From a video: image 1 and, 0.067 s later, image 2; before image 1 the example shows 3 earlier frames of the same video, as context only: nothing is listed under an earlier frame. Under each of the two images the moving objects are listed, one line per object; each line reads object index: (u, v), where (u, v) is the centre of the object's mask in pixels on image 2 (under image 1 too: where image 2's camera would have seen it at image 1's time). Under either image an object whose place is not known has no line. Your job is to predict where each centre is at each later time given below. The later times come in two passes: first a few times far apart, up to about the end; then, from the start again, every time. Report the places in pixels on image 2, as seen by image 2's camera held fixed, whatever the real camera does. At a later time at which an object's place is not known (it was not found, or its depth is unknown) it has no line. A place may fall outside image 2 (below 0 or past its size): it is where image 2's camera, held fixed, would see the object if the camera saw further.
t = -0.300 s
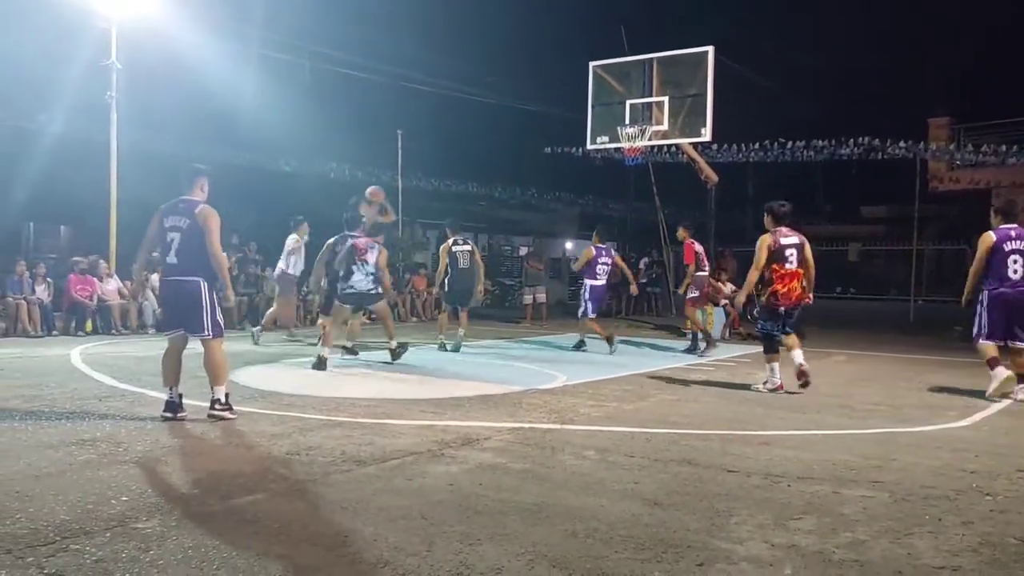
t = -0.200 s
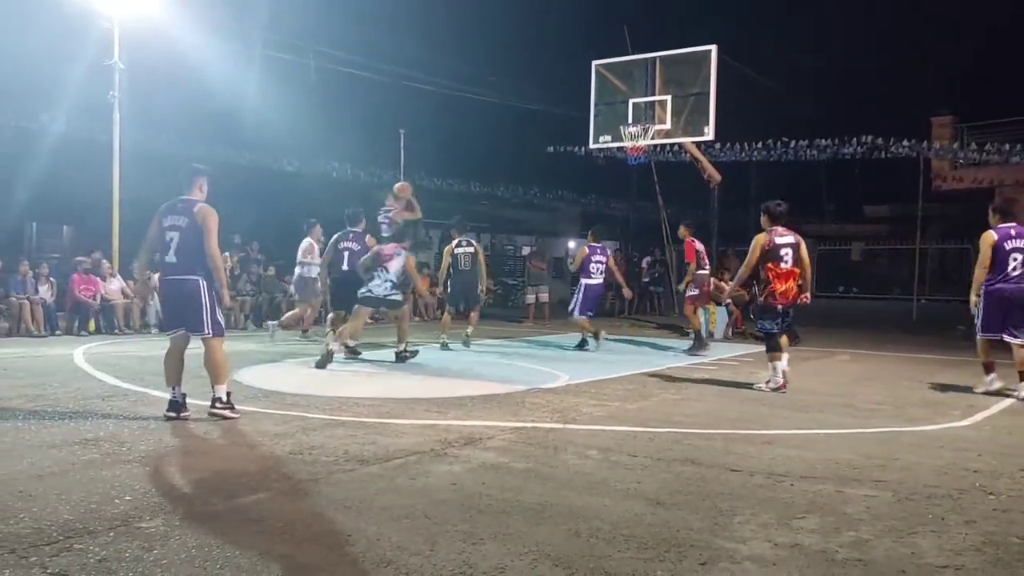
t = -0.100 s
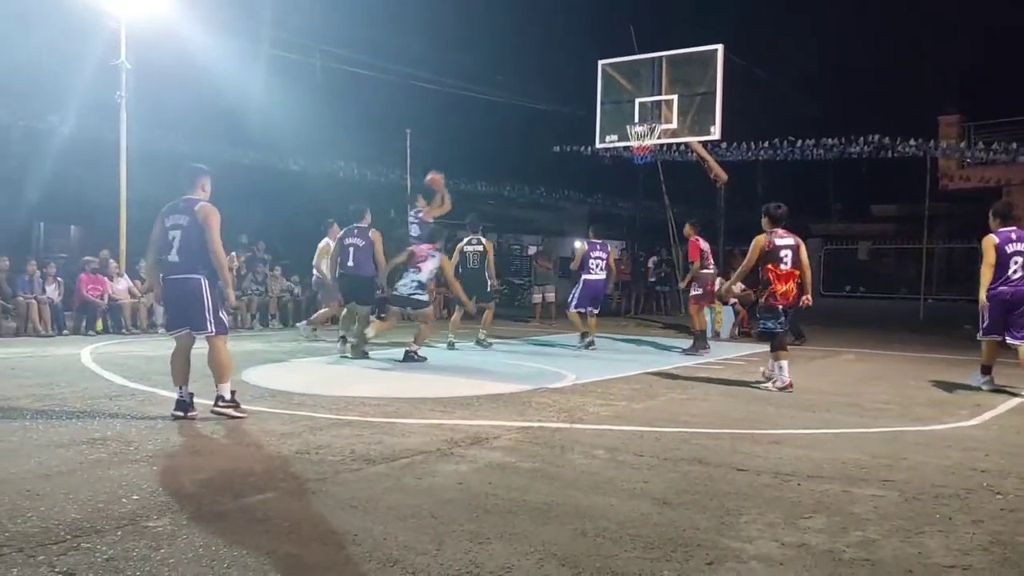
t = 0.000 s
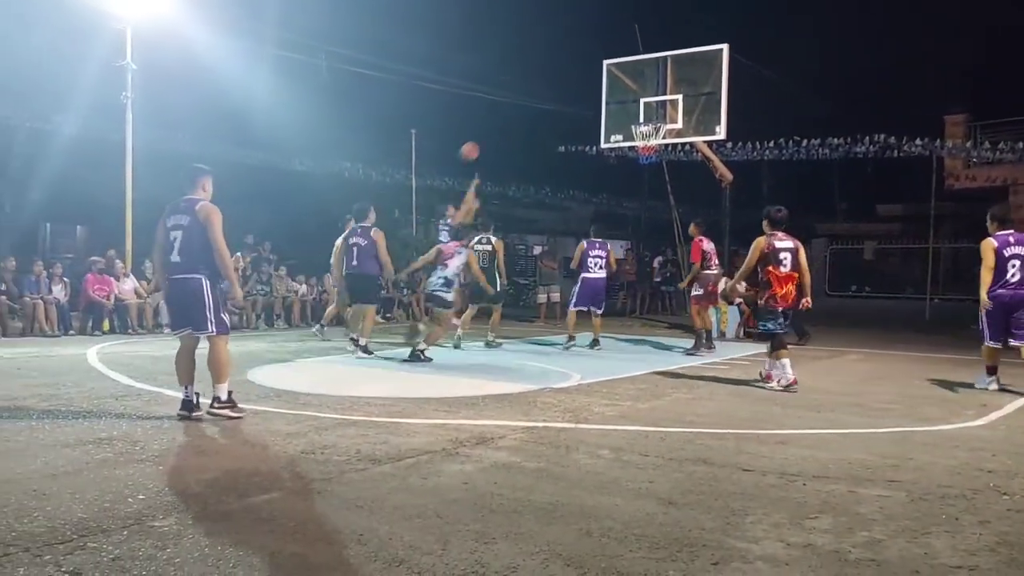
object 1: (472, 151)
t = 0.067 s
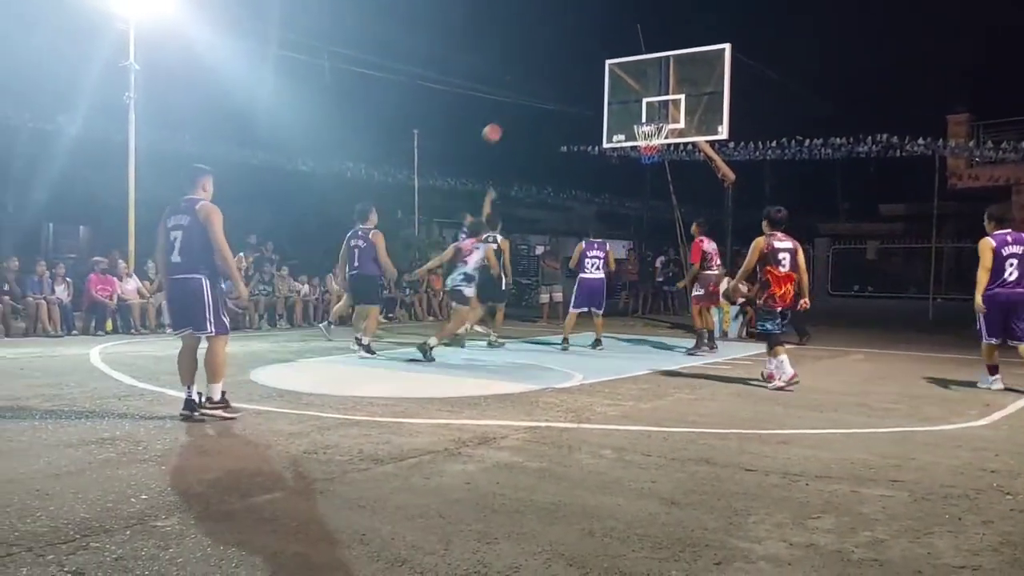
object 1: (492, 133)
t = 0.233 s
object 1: (543, 101)
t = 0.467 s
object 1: (614, 87)
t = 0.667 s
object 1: (644, 104)
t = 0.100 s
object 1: (502, 125)
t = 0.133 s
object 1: (512, 118)
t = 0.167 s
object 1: (522, 111)
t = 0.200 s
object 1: (533, 105)
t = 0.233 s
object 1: (543, 101)
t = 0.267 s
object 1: (554, 97)
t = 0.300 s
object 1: (564, 94)
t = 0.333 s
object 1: (574, 91)
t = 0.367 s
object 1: (584, 89)
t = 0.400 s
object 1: (594, 88)
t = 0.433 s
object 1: (604, 88)
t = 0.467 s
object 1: (614, 87)
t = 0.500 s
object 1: (624, 90)
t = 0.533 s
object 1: (633, 92)
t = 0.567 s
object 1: (641, 95)
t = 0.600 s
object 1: (642, 96)
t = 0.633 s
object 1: (643, 100)
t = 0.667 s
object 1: (644, 104)
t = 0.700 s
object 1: (646, 109)
